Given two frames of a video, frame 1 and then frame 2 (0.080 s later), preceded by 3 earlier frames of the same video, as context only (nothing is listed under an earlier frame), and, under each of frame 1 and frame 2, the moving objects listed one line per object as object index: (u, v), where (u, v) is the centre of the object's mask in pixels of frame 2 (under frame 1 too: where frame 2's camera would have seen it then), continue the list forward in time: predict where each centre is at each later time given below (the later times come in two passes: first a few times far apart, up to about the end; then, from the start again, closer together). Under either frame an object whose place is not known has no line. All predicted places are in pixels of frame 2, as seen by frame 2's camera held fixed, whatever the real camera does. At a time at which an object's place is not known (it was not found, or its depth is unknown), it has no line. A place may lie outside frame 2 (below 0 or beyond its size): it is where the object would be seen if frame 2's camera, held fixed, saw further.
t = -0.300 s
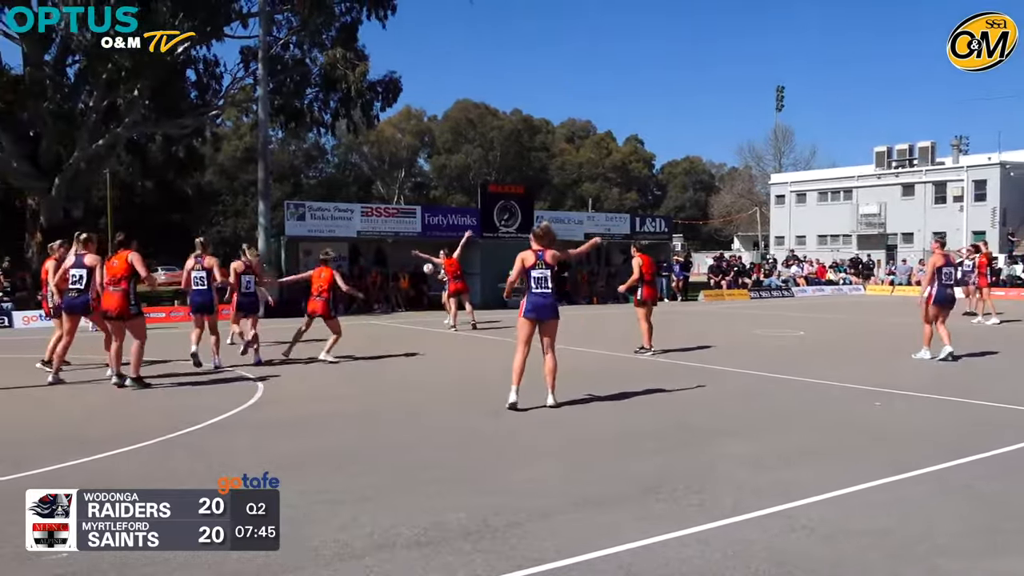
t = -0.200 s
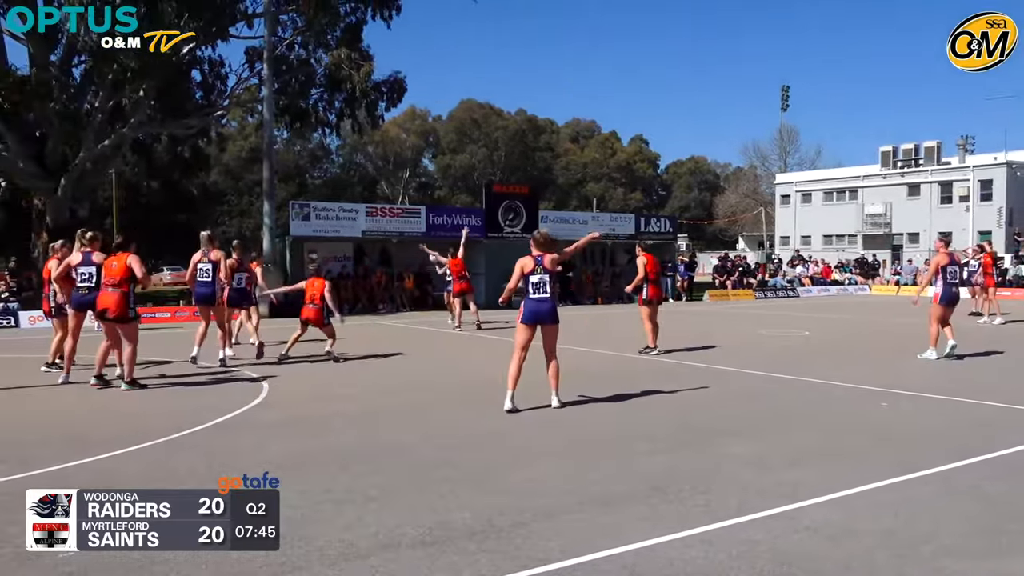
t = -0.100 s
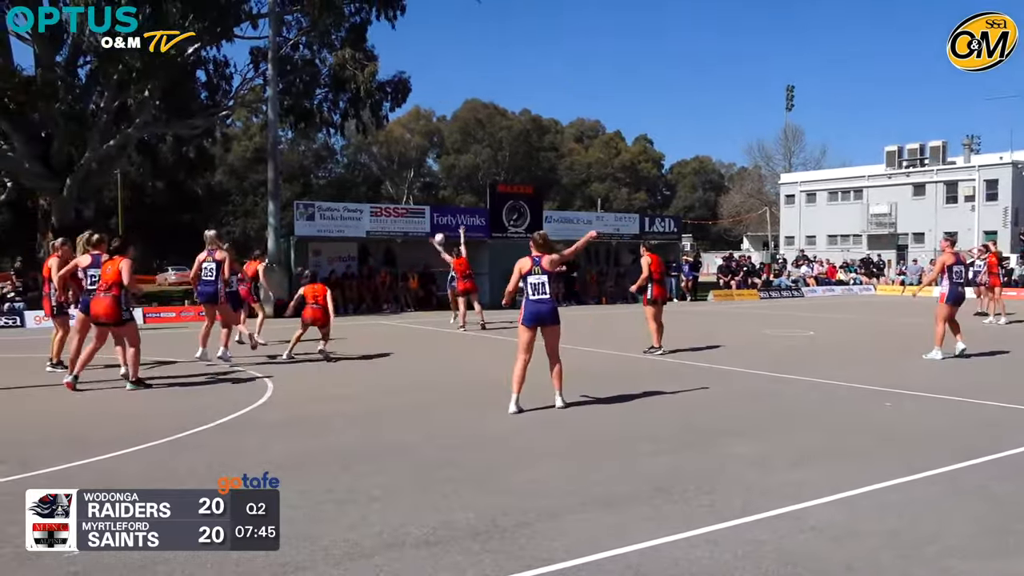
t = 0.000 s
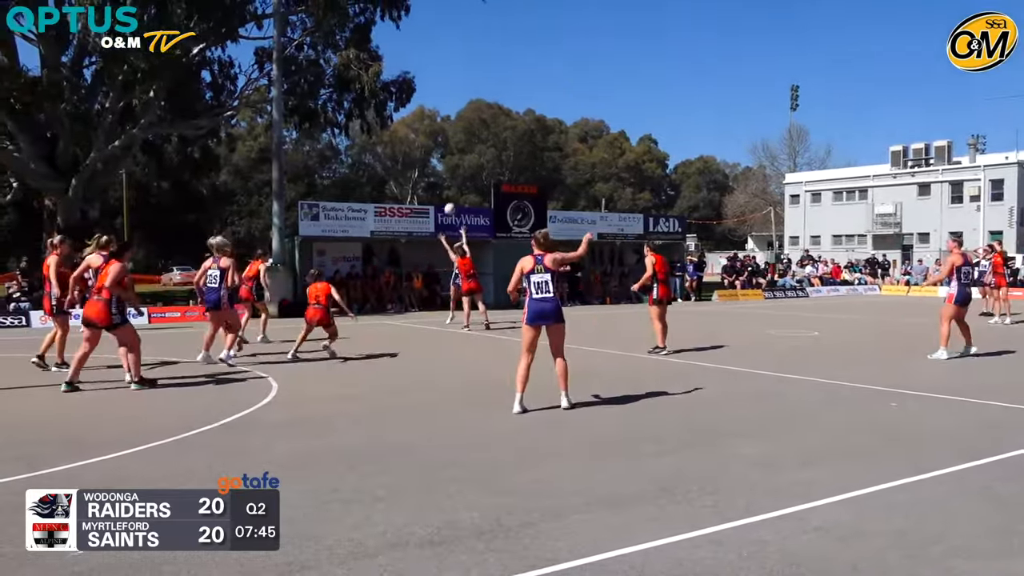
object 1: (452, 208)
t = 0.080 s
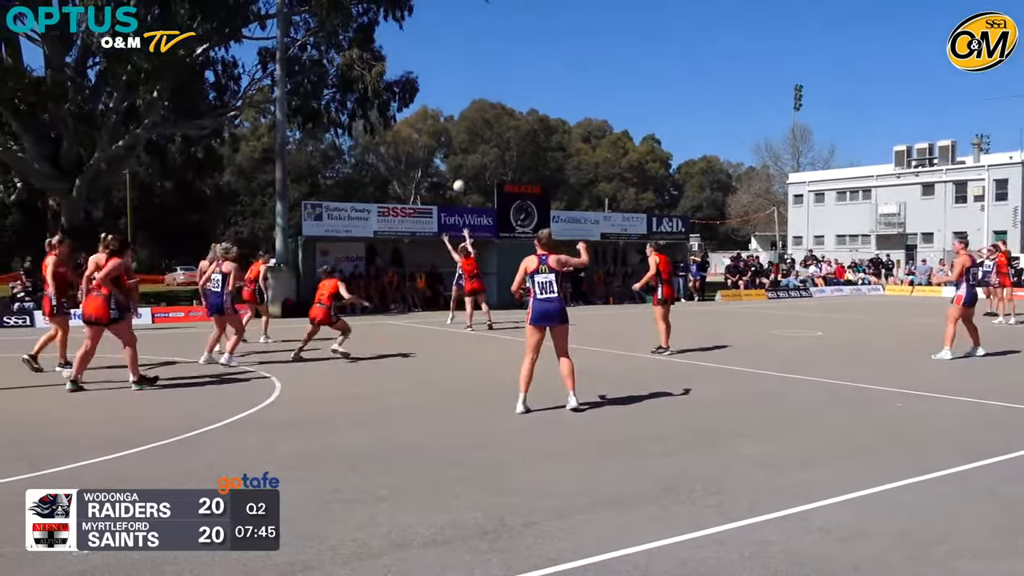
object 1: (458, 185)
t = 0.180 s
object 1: (464, 158)
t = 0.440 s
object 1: (481, 99)
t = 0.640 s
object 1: (494, 71)
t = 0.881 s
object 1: (508, 62)
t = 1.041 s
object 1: (518, 81)
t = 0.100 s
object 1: (460, 180)
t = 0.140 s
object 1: (462, 168)
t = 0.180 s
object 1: (464, 158)
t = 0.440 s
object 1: (481, 99)
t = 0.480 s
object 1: (484, 93)
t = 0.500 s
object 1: (485, 90)
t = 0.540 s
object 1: (488, 83)
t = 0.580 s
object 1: (490, 77)
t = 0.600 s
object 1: (491, 75)
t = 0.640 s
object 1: (494, 71)
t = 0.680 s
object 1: (497, 67)
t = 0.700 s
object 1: (498, 65)
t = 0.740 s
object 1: (500, 62)
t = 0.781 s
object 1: (502, 61)
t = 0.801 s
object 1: (504, 61)
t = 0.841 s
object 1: (506, 61)
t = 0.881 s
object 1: (508, 62)
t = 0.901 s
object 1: (509, 64)
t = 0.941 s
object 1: (512, 67)
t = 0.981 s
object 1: (514, 72)
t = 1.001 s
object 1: (516, 74)
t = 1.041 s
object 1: (518, 81)
